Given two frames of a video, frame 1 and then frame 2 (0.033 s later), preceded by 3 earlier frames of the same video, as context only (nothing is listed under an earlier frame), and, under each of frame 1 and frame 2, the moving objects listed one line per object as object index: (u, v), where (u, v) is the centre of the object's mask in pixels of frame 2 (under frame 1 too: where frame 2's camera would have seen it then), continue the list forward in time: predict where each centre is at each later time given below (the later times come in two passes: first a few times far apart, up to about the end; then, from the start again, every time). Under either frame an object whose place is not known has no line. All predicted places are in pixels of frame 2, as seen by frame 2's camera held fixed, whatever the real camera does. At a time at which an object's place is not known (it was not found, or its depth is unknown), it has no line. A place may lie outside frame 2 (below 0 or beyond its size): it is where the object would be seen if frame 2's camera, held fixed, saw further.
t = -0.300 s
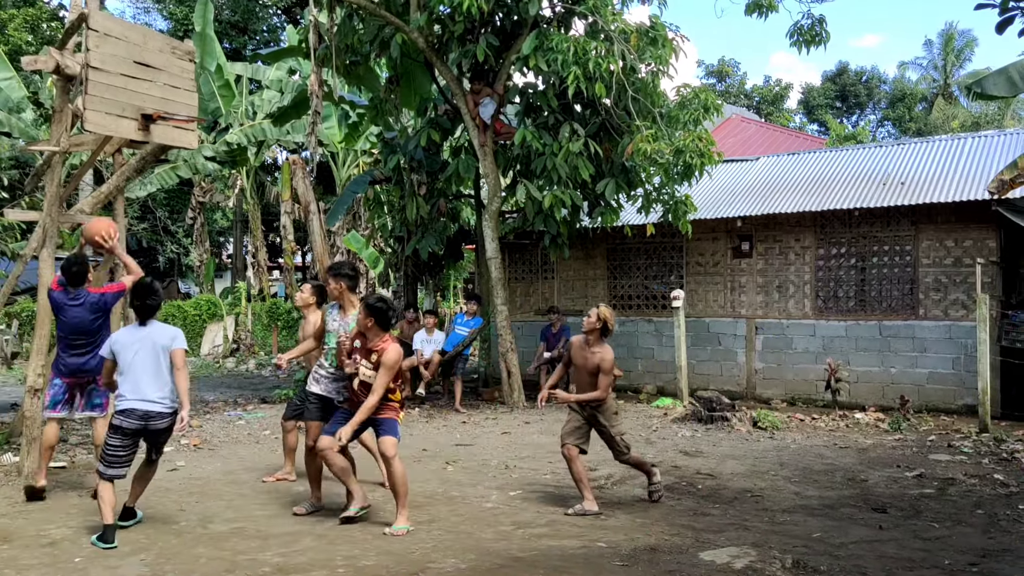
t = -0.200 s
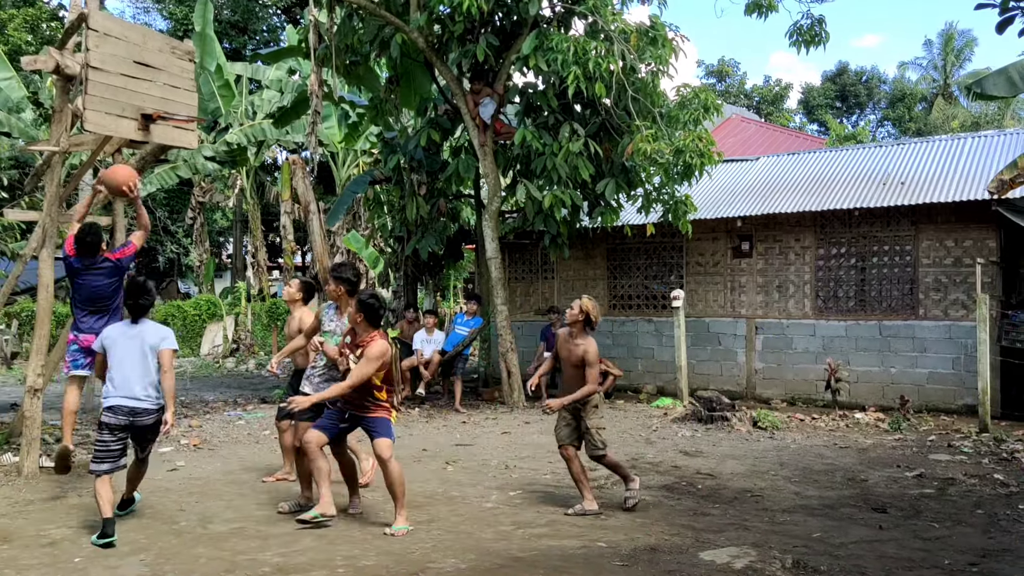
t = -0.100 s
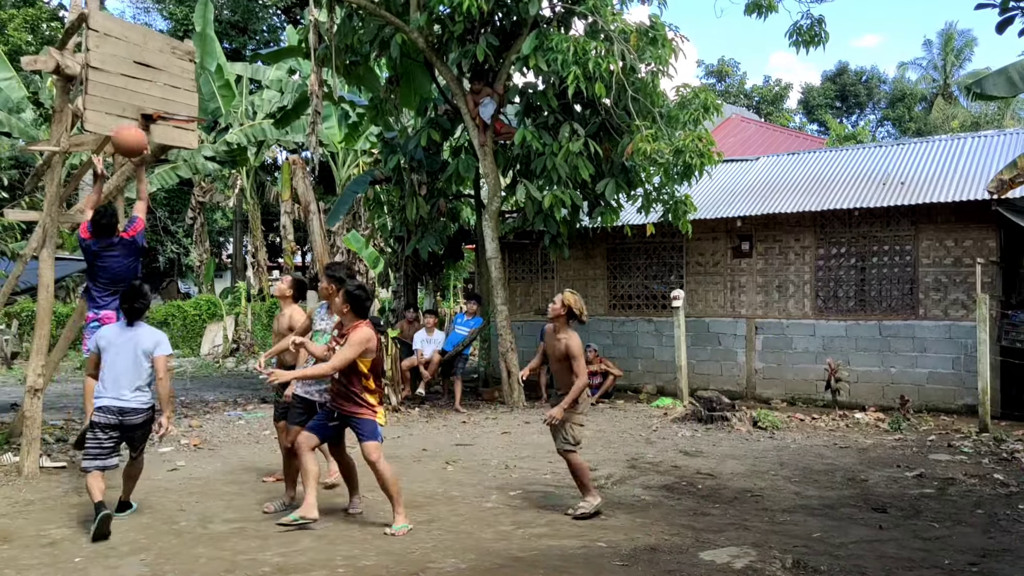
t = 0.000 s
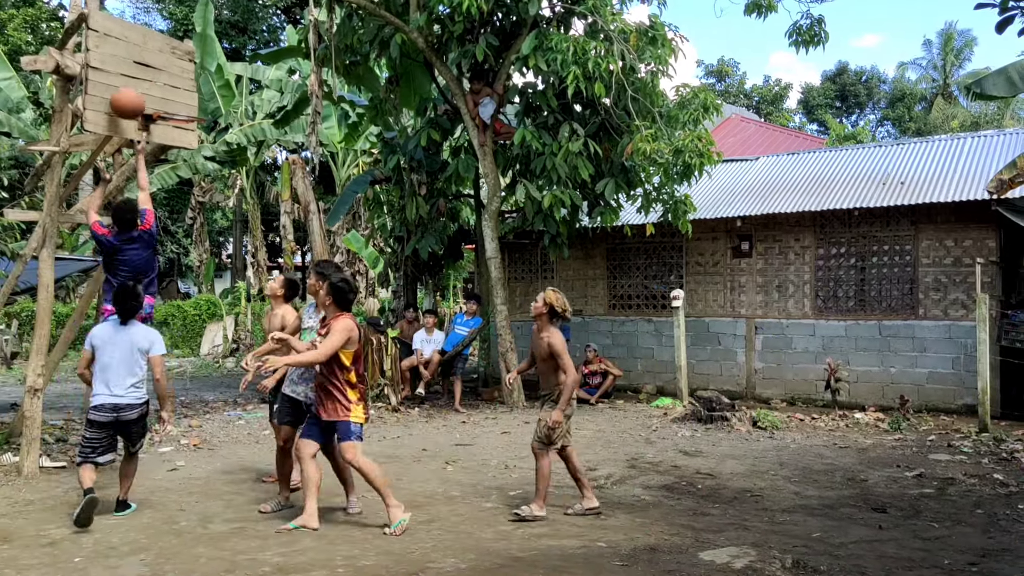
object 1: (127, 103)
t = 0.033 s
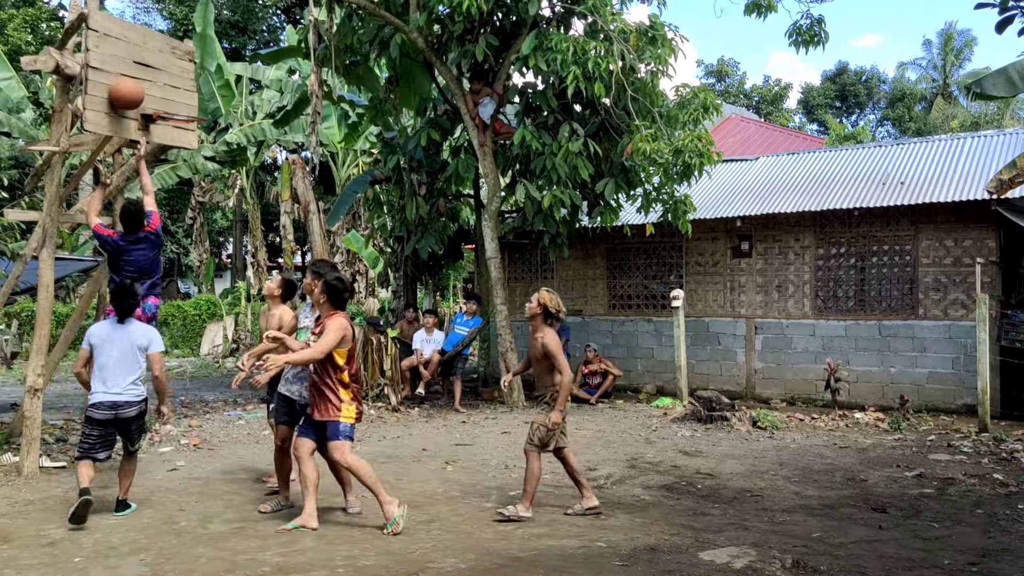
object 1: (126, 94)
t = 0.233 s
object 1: (174, 97)
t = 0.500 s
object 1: (181, 122)
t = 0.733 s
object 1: (159, 184)
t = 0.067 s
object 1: (134, 91)
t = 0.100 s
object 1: (142, 89)
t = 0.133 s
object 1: (150, 90)
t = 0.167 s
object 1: (158, 91)
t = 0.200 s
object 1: (166, 93)
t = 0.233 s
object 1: (174, 97)
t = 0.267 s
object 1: (182, 102)
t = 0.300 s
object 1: (187, 104)
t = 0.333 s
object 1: (190, 106)
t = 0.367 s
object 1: (190, 111)
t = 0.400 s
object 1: (189, 114)
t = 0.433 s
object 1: (187, 117)
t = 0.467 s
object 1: (184, 119)
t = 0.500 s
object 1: (181, 122)
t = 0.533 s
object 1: (177, 128)
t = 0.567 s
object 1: (174, 133)
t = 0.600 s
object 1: (171, 140)
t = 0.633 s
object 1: (167, 149)
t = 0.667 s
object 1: (165, 160)
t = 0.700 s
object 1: (161, 171)
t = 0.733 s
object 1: (159, 184)
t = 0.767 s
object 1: (156, 199)
